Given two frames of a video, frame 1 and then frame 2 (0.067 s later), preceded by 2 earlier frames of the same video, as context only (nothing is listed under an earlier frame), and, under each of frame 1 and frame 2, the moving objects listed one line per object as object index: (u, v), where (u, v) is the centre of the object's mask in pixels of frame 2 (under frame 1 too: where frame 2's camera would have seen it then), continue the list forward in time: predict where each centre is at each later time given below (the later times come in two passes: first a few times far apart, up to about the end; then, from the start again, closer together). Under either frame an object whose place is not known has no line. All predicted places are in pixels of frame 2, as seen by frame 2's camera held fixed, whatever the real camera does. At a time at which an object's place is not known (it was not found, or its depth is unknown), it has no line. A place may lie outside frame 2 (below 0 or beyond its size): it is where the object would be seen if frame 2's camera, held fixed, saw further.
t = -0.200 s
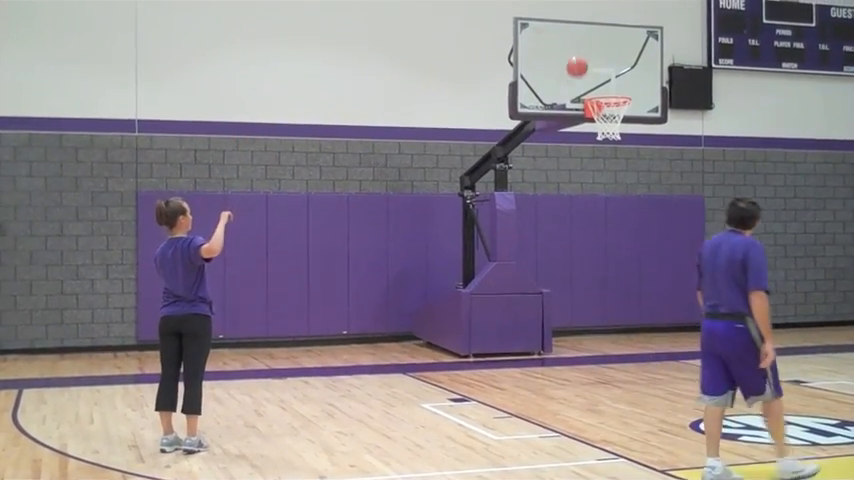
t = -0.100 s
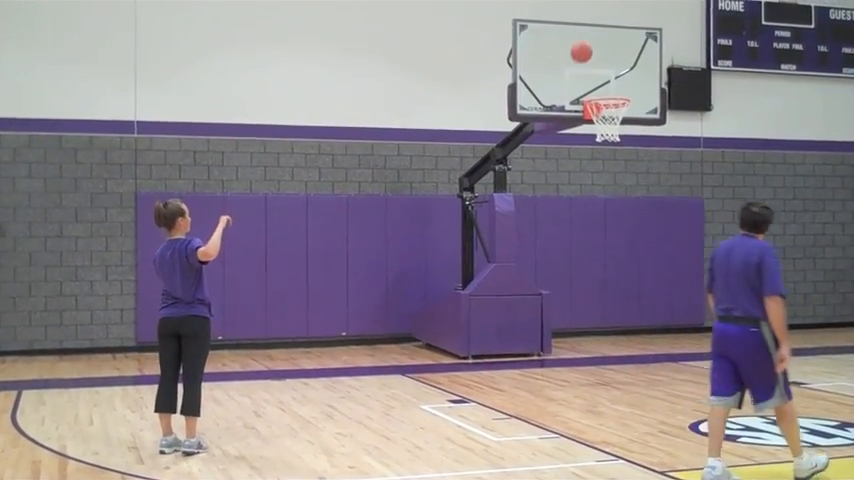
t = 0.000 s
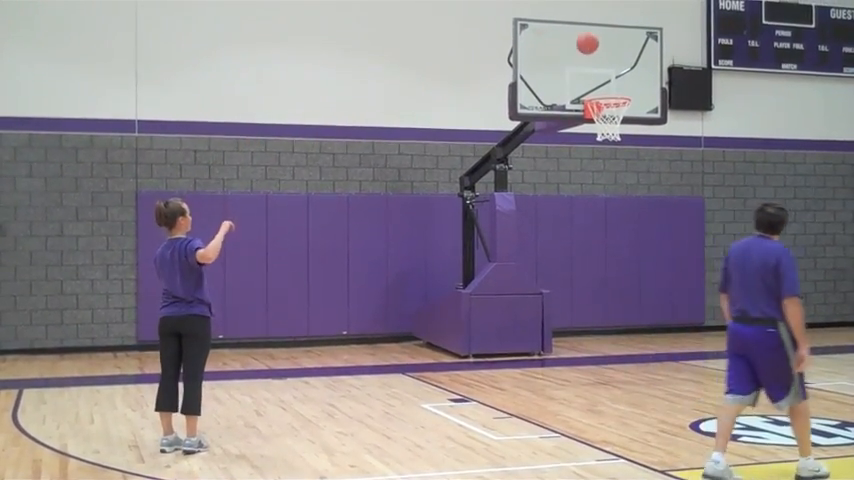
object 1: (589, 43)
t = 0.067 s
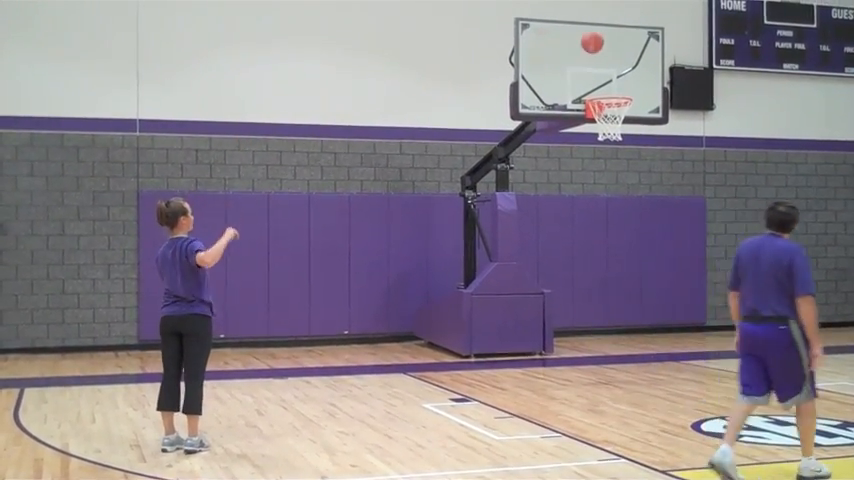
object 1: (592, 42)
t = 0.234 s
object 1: (602, 59)
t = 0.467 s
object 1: (617, 131)
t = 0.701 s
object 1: (632, 269)
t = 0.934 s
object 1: (644, 346)
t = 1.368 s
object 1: (644, 169)
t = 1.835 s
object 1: (645, 194)
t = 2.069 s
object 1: (647, 297)
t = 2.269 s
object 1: (647, 379)
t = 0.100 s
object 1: (594, 43)
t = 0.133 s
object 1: (596, 46)
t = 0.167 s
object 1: (598, 49)
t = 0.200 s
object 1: (600, 54)
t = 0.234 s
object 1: (602, 59)
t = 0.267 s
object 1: (603, 66)
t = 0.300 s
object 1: (606, 74)
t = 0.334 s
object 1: (608, 83)
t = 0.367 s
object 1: (611, 92)
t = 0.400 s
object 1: (612, 106)
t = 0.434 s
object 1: (615, 116)
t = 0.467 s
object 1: (617, 131)
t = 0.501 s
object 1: (617, 147)
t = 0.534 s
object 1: (619, 163)
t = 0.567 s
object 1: (622, 181)
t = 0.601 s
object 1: (624, 202)
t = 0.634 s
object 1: (626, 222)
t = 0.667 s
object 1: (629, 245)
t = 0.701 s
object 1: (632, 269)
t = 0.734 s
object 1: (634, 294)
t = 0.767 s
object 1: (636, 317)
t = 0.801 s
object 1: (640, 348)
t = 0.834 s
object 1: (643, 380)
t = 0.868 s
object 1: (645, 394)
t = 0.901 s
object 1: (644, 369)
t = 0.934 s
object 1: (644, 346)
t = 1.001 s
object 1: (642, 308)
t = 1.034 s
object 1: (642, 288)
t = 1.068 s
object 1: (643, 272)
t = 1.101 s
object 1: (643, 255)
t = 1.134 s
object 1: (643, 240)
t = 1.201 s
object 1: (643, 215)
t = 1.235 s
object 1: (644, 203)
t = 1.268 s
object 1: (644, 193)
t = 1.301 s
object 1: (644, 184)
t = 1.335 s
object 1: (644, 175)
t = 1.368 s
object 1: (644, 169)
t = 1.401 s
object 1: (644, 162)
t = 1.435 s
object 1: (644, 159)
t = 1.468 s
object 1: (644, 154)
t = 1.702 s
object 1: (645, 163)
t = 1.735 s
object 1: (645, 168)
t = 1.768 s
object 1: (645, 176)
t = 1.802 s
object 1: (645, 184)
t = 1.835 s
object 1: (645, 194)
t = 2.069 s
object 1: (647, 297)
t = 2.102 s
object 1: (647, 317)
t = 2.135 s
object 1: (645, 333)
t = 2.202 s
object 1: (646, 385)
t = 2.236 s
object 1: (647, 398)
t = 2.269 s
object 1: (647, 379)
